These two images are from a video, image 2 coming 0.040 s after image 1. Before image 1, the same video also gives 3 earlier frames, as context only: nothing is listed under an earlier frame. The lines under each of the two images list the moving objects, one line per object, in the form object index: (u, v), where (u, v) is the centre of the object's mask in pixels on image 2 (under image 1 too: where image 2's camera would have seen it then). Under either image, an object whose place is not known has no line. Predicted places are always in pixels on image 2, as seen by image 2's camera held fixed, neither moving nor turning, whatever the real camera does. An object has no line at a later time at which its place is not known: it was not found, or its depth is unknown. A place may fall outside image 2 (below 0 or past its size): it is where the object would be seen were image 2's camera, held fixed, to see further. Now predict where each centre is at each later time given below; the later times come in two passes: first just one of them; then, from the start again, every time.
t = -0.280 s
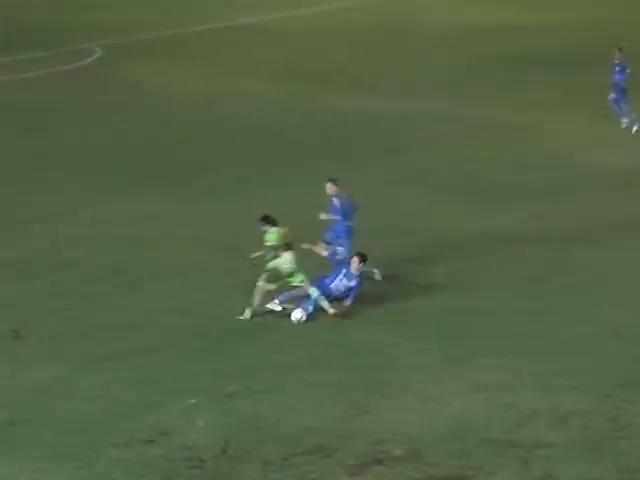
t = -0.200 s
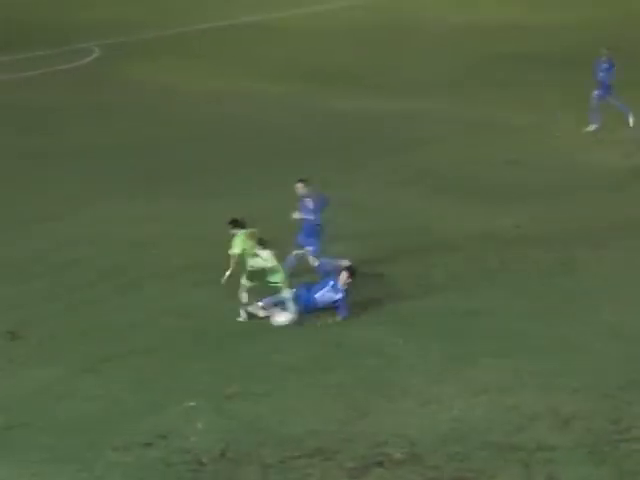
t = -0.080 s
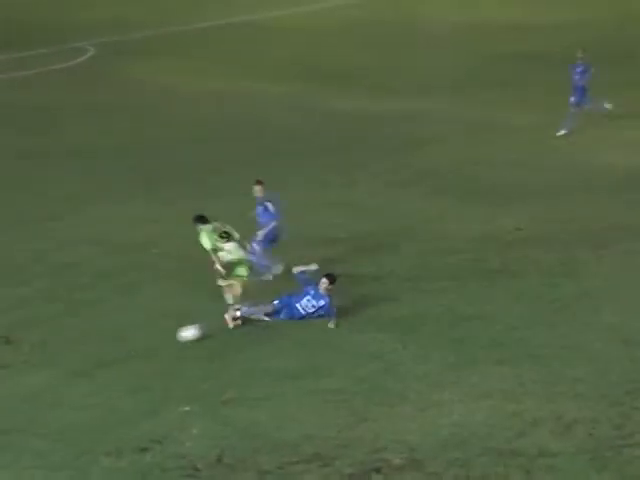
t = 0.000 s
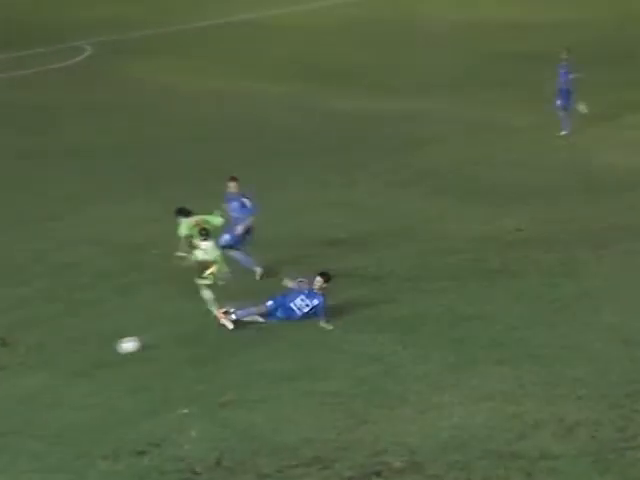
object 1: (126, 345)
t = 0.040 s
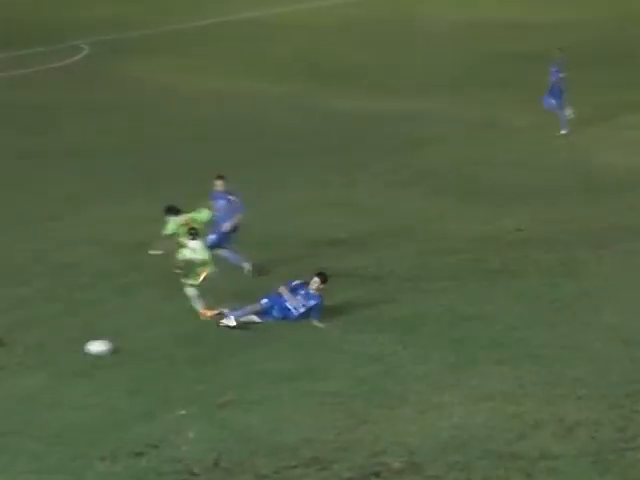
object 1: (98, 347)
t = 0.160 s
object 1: (14, 360)
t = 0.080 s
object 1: (70, 351)
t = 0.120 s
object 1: (41, 355)
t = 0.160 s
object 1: (14, 360)
